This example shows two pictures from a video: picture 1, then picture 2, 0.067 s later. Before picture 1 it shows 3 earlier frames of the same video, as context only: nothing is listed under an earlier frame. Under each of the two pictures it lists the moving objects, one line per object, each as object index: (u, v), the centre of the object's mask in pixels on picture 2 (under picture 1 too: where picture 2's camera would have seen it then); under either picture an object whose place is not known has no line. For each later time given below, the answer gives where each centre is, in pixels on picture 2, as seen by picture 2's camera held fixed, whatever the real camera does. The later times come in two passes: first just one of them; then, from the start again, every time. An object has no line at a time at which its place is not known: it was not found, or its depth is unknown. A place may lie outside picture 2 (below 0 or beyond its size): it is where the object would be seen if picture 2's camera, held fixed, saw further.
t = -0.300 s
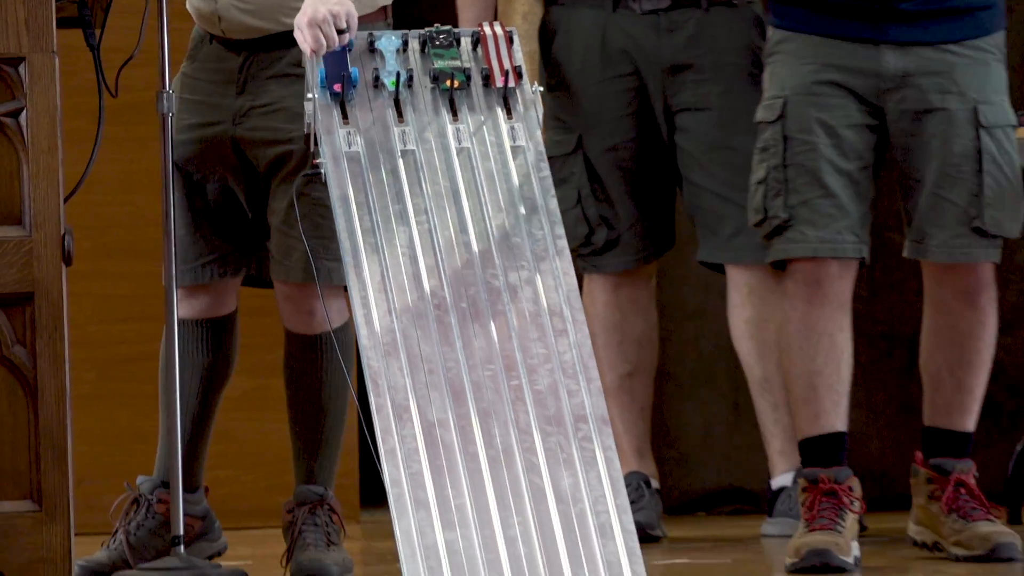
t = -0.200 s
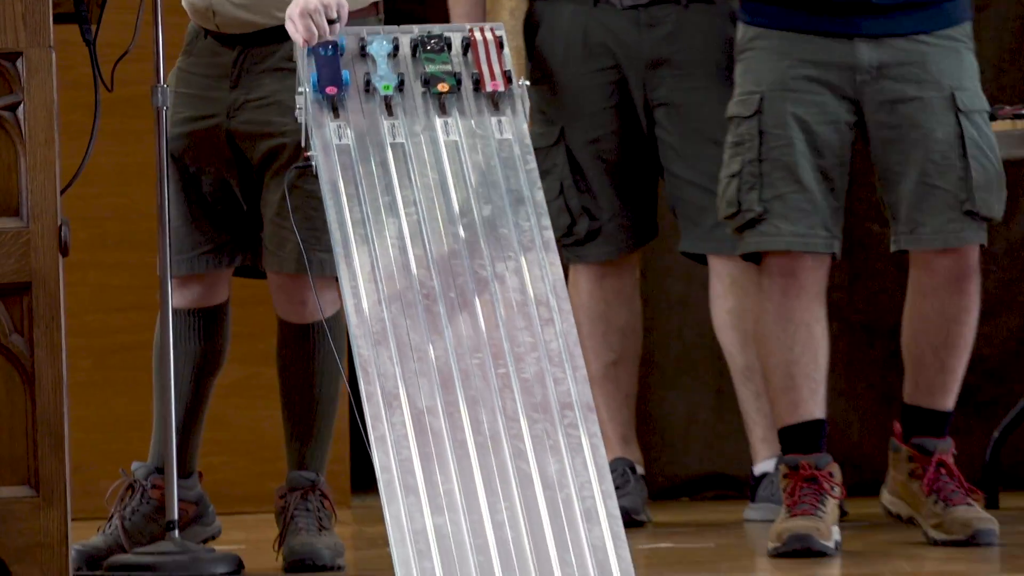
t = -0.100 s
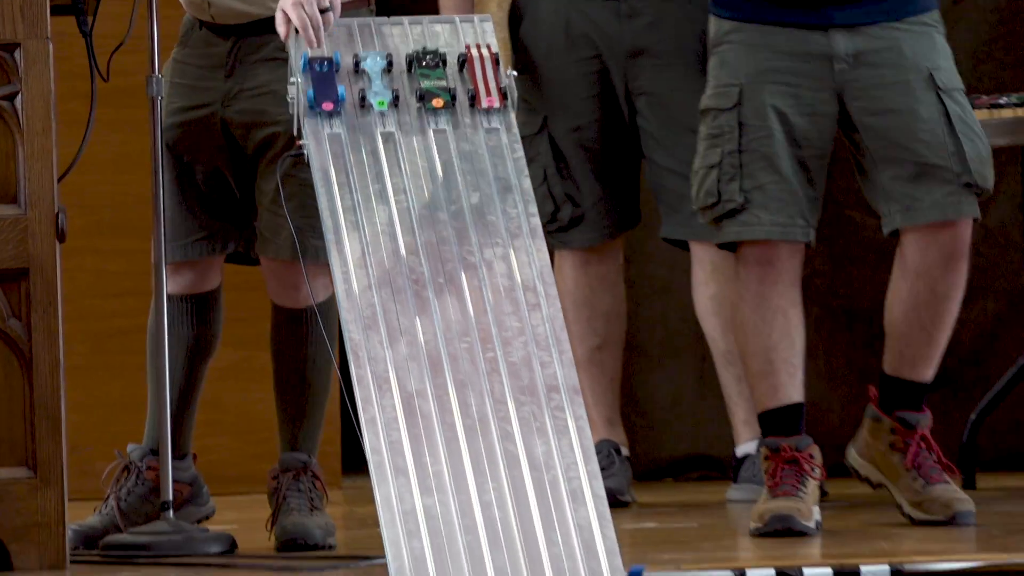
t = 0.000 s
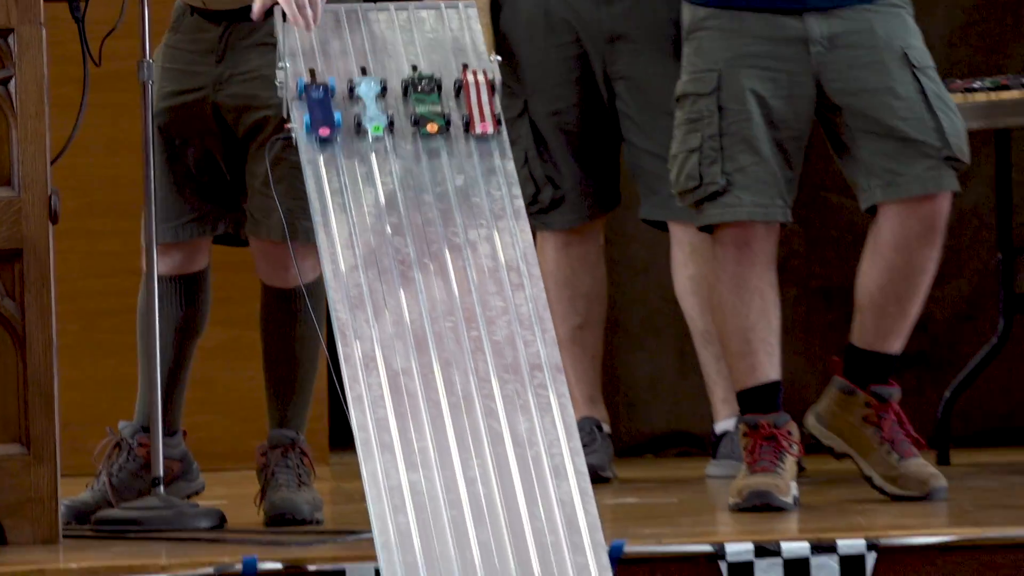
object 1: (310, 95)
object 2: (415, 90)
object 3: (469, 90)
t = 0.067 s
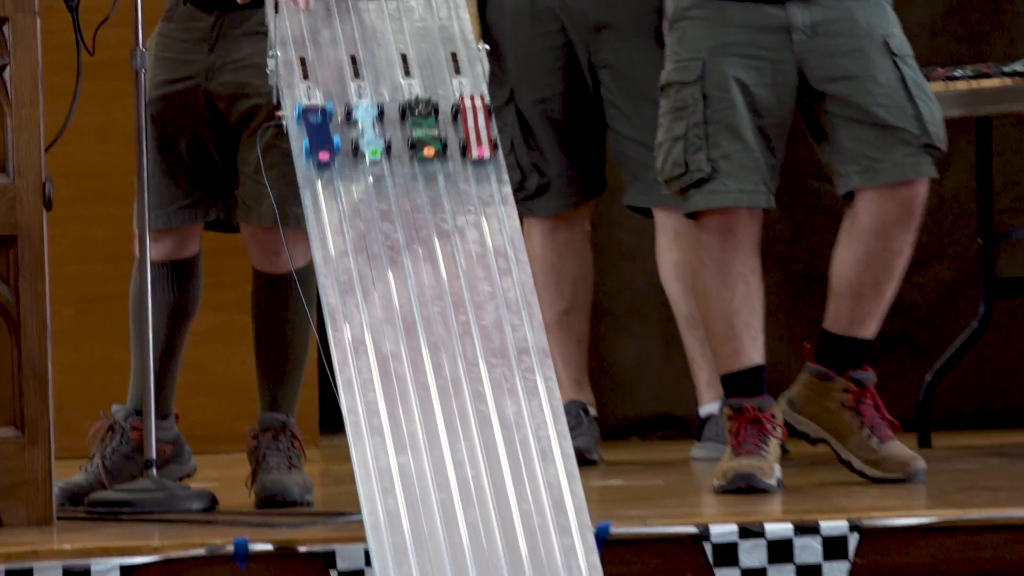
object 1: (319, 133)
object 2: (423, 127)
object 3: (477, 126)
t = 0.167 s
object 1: (334, 203)
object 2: (439, 196)
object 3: (494, 196)
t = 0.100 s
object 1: (324, 155)
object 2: (428, 148)
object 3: (482, 149)
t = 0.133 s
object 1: (329, 177)
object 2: (433, 172)
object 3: (488, 171)
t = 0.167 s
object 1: (334, 203)
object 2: (439, 196)
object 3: (494, 196)
